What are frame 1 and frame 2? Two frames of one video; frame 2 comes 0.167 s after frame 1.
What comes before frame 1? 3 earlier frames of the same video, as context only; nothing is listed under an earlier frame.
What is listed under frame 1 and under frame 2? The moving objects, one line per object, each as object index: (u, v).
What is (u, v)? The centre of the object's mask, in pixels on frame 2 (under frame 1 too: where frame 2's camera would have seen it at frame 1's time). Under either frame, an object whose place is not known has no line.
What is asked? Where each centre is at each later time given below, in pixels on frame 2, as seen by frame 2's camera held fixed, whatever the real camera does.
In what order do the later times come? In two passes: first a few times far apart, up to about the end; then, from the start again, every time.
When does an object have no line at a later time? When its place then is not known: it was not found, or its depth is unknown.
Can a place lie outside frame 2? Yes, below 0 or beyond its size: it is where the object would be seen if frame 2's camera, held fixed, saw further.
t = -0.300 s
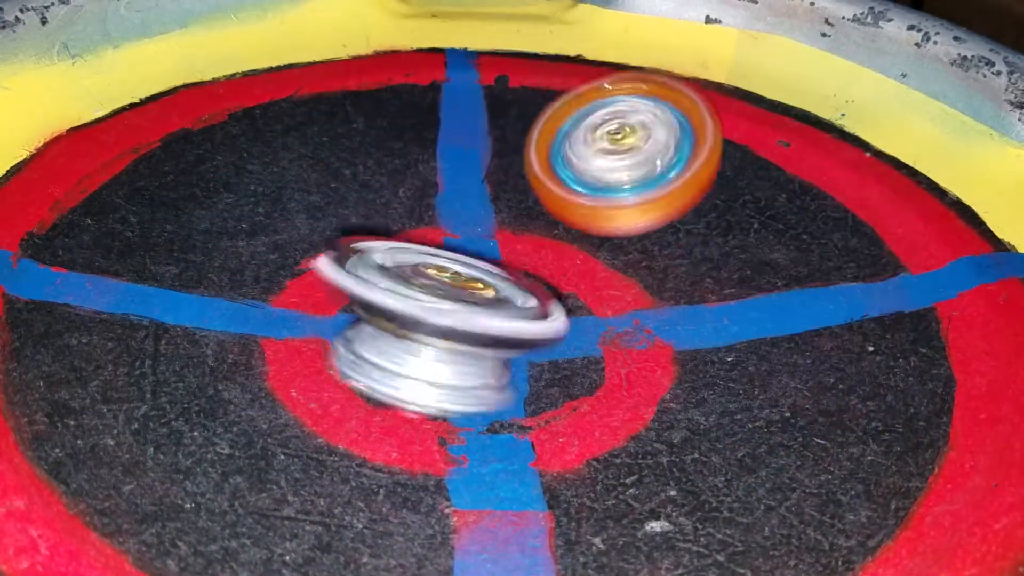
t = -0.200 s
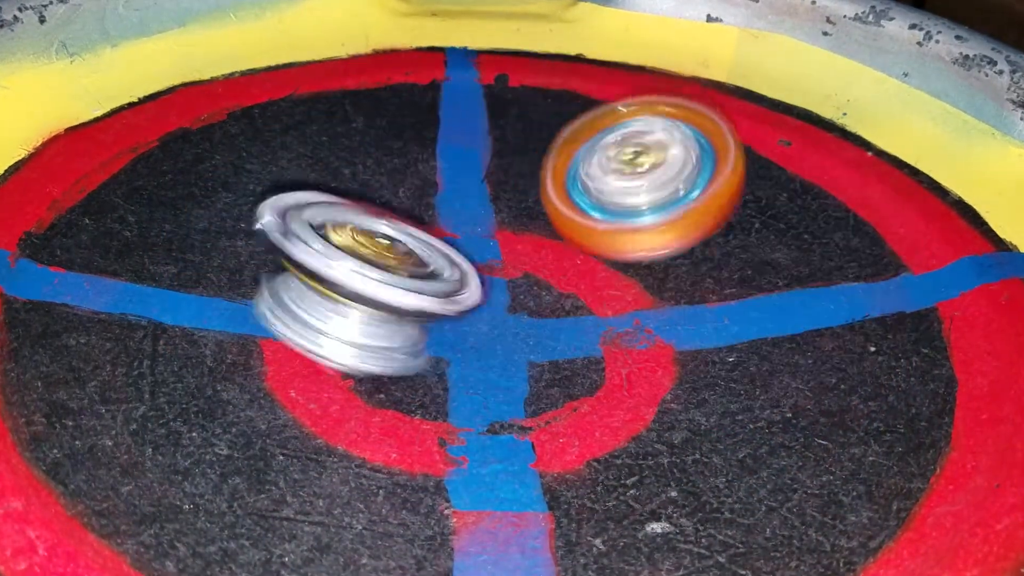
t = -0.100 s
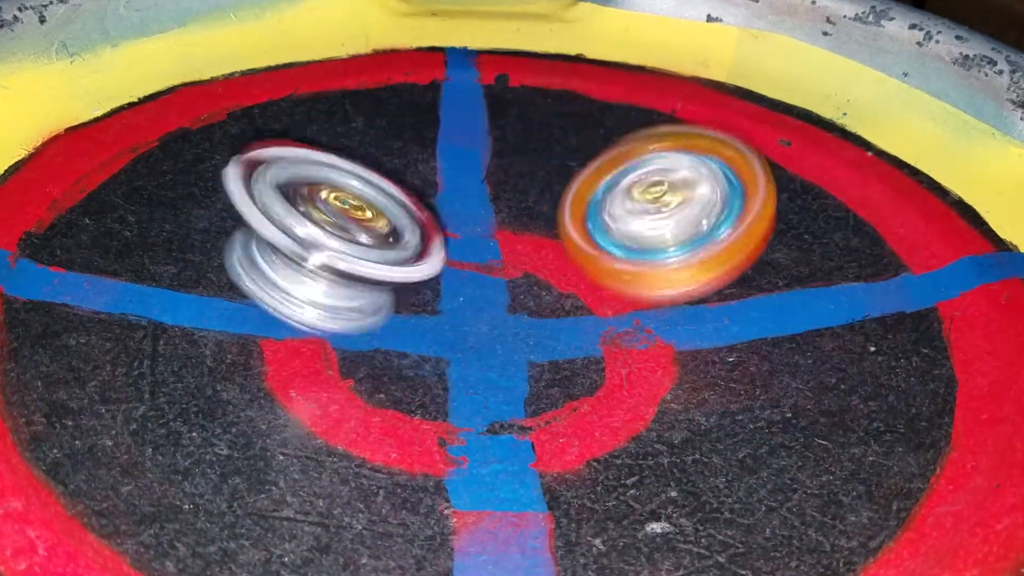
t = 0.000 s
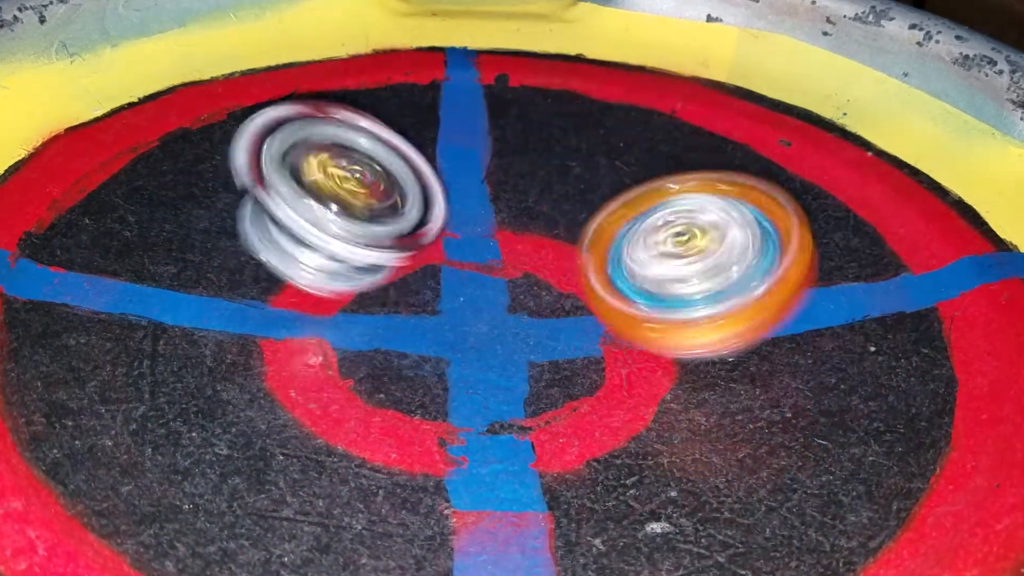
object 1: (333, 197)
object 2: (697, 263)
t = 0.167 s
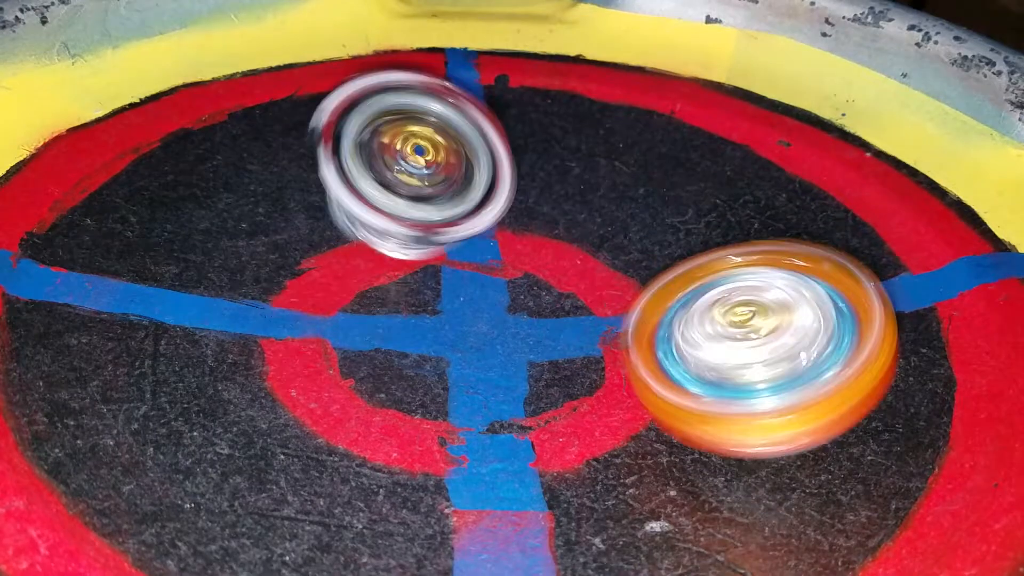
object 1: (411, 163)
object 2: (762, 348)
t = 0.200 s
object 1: (429, 158)
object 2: (772, 359)
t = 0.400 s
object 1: (578, 184)
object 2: (796, 401)
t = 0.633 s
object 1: (746, 252)
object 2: (748, 426)
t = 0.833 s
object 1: (875, 222)
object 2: (513, 396)
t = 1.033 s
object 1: (873, 204)
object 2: (376, 314)
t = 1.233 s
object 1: (736, 204)
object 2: (289, 236)
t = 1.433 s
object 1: (540, 190)
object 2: (276, 207)
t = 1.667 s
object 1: (696, 291)
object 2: (132, 103)
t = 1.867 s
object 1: (700, 305)
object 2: (230, 152)
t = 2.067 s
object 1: (690, 307)
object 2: (514, 170)
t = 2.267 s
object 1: (690, 306)
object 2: (715, 116)
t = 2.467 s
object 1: (690, 306)
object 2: (731, 110)
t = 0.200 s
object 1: (429, 158)
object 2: (772, 359)
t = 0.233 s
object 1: (454, 159)
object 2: (780, 369)
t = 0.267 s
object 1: (474, 158)
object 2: (785, 376)
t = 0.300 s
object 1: (502, 162)
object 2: (789, 384)
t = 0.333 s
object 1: (524, 168)
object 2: (793, 389)
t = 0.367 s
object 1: (552, 174)
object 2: (795, 395)
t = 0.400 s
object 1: (578, 184)
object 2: (796, 401)
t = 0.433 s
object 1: (605, 190)
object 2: (796, 406)
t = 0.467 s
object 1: (633, 201)
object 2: (791, 410)
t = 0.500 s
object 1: (657, 212)
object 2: (785, 413)
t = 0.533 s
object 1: (682, 225)
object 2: (778, 417)
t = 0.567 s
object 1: (703, 236)
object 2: (768, 421)
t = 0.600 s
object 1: (725, 244)
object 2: (756, 423)
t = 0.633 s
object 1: (746, 252)
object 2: (748, 426)
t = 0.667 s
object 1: (761, 263)
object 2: (728, 429)
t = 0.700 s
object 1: (799, 262)
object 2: (678, 426)
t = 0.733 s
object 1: (828, 256)
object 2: (627, 423)
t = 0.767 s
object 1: (845, 243)
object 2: (576, 419)
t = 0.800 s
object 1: (860, 228)
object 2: (542, 406)
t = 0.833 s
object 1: (875, 222)
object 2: (513, 396)
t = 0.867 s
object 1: (886, 216)
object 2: (489, 386)
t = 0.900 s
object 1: (889, 209)
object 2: (465, 373)
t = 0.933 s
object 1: (886, 205)
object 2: (443, 358)
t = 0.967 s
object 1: (883, 204)
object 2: (419, 344)
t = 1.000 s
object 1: (879, 204)
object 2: (396, 329)
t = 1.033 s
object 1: (873, 204)
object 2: (376, 314)
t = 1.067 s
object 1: (863, 207)
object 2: (358, 299)
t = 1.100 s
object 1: (847, 208)
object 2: (342, 285)
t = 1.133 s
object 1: (825, 209)
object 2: (327, 272)
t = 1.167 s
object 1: (799, 211)
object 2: (316, 259)
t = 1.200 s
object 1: (769, 206)
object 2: (301, 245)
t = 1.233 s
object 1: (736, 204)
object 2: (289, 236)
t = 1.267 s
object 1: (705, 202)
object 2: (283, 229)
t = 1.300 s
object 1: (675, 198)
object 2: (279, 223)
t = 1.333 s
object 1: (641, 195)
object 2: (275, 218)
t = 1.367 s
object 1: (609, 192)
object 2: (274, 215)
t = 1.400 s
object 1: (576, 189)
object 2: (274, 211)
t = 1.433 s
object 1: (540, 190)
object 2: (276, 207)
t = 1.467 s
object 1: (508, 191)
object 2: (276, 203)
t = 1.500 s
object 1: (476, 195)
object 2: (280, 201)
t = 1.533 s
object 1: (488, 208)
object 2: (260, 188)
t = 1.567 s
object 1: (560, 236)
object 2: (209, 159)
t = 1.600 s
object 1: (617, 256)
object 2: (170, 135)
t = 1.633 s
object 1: (664, 275)
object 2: (142, 112)
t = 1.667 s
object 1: (696, 291)
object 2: (132, 103)
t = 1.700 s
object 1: (712, 298)
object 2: (128, 101)
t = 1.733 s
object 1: (710, 301)
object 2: (134, 103)
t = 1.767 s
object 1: (715, 304)
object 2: (146, 112)
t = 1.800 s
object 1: (716, 303)
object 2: (168, 128)
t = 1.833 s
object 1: (708, 304)
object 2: (196, 142)
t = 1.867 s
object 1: (700, 305)
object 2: (230, 152)
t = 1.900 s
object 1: (694, 306)
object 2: (273, 159)
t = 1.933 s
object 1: (690, 306)
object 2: (319, 166)
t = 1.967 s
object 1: (690, 307)
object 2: (367, 170)
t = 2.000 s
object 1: (690, 307)
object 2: (420, 173)
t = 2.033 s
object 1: (690, 306)
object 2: (469, 171)
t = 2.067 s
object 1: (690, 307)
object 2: (514, 170)
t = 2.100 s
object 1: (690, 306)
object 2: (558, 164)
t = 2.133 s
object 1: (690, 306)
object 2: (595, 158)
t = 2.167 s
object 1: (690, 306)
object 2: (629, 147)
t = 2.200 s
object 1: (690, 306)
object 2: (660, 137)
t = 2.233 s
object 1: (690, 306)
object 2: (689, 127)
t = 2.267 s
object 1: (690, 306)
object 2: (715, 116)
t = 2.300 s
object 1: (690, 306)
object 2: (734, 106)
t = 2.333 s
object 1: (690, 306)
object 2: (747, 98)
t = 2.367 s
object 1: (690, 306)
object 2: (750, 94)
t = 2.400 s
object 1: (690, 306)
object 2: (744, 100)
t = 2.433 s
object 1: (690, 306)
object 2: (737, 105)
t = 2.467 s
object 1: (690, 306)
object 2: (731, 110)
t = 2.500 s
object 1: (690, 306)
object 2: (723, 118)
